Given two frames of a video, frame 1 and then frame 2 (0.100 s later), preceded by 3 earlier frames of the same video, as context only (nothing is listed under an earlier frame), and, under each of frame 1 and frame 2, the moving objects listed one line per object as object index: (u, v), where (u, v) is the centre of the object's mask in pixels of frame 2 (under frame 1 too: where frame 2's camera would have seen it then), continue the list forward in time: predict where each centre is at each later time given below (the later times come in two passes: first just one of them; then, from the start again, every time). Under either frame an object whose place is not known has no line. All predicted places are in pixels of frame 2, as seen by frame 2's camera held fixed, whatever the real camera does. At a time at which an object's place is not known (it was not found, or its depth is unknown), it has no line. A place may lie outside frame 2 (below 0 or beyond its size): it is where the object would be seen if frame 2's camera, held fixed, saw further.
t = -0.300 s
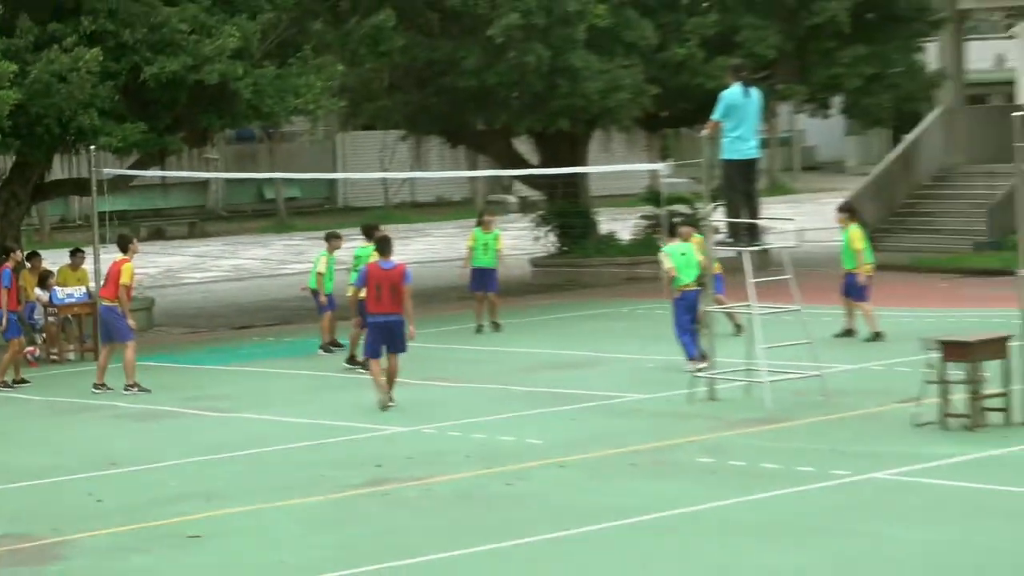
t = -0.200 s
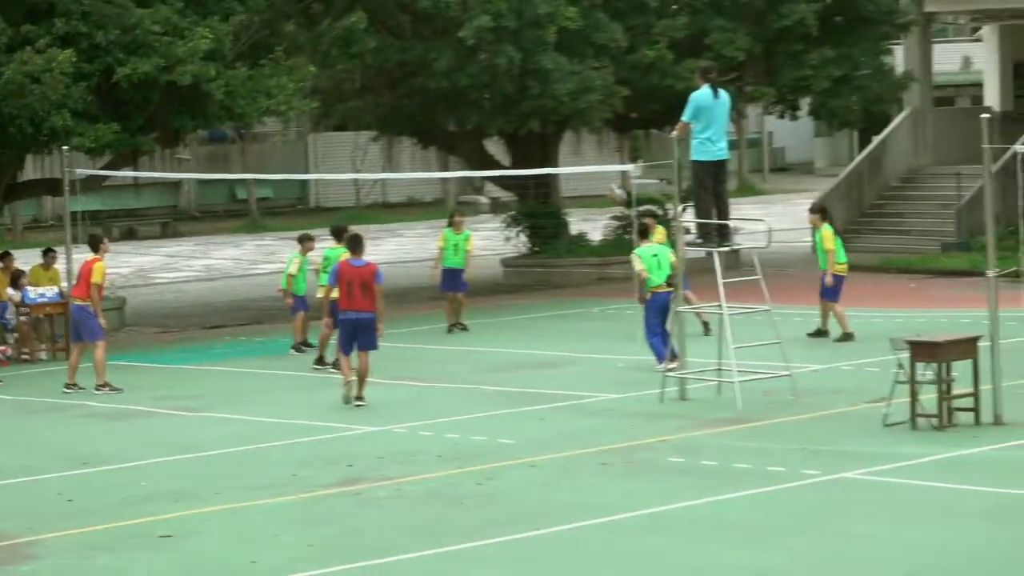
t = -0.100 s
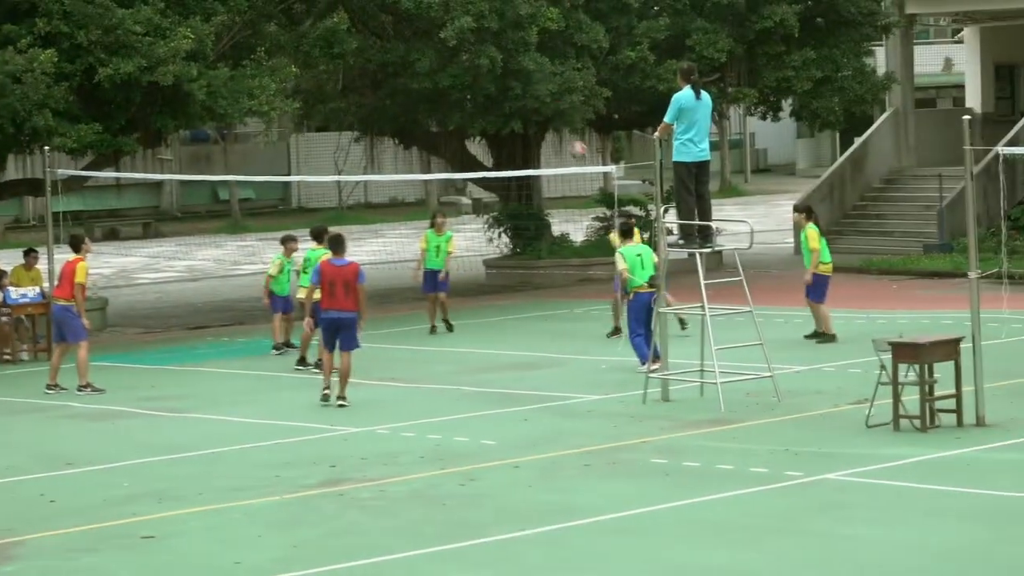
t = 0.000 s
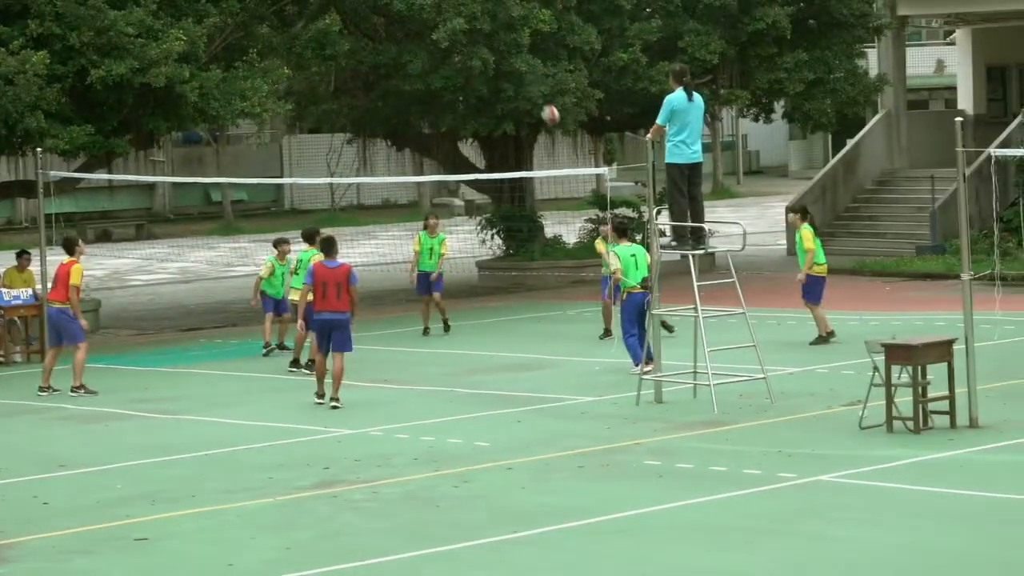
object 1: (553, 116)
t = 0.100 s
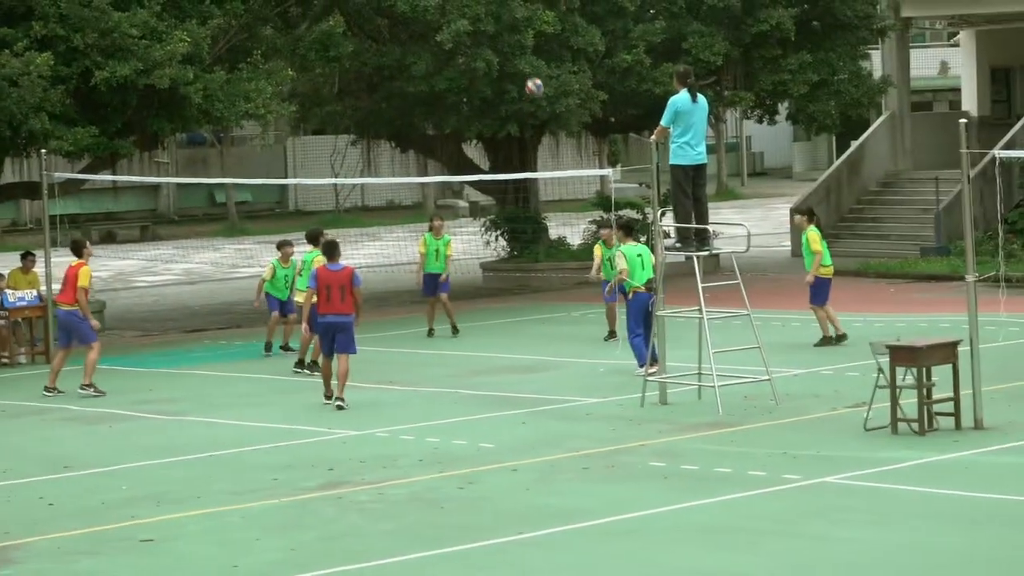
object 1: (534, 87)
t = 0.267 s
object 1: (504, 56)
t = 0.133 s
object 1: (528, 79)
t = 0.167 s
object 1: (522, 72)
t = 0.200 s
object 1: (516, 67)
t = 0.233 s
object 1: (510, 61)
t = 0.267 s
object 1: (504, 56)
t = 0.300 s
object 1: (499, 53)
